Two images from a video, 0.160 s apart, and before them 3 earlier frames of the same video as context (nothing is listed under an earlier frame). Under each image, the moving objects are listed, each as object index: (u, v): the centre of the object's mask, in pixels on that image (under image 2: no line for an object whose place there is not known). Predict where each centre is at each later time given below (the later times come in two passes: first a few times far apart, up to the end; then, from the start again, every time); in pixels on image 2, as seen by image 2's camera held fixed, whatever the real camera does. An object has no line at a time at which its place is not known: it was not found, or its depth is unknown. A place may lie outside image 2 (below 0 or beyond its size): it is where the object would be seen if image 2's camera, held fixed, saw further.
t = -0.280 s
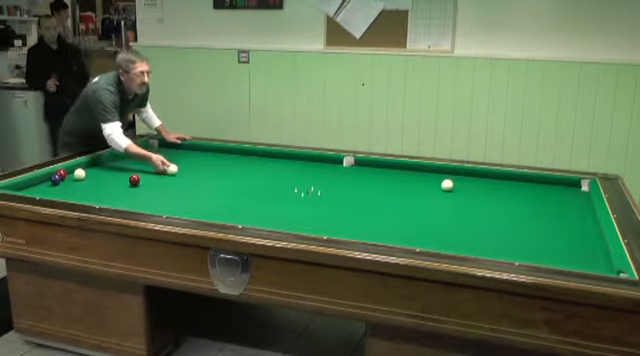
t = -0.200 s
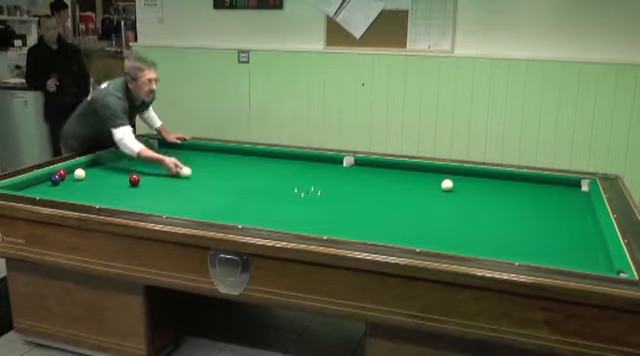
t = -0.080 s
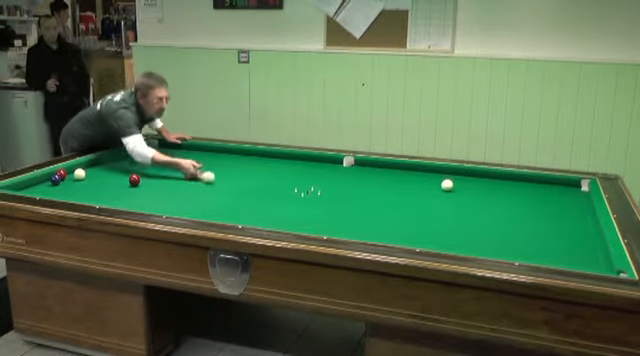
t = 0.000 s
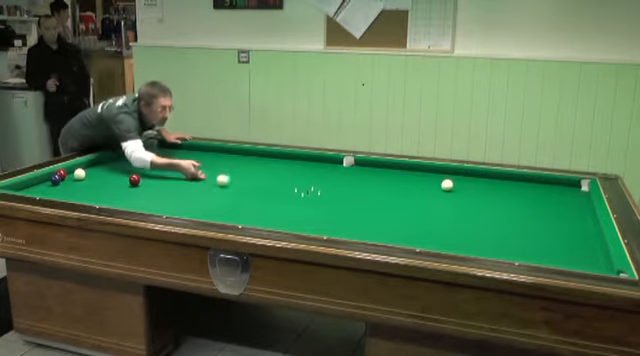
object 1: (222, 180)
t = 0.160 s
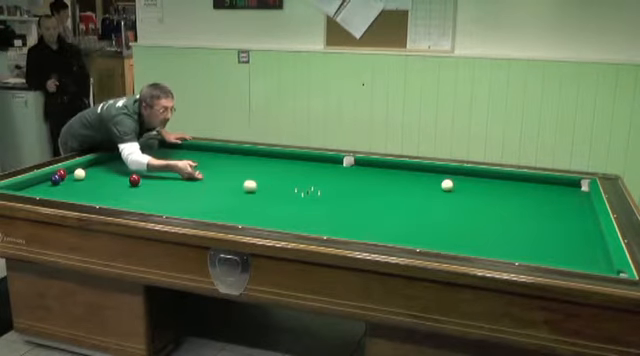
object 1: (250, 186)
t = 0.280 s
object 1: (270, 190)
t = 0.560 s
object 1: (323, 201)
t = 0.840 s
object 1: (381, 213)
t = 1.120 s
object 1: (445, 226)
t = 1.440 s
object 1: (525, 244)
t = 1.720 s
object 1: (600, 260)
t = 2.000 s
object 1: (555, 258)
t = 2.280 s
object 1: (511, 253)
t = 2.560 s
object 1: (468, 250)
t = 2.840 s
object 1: (431, 244)
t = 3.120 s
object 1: (396, 237)
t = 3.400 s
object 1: (364, 232)
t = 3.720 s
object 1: (329, 226)
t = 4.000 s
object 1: (302, 222)
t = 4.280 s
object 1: (276, 218)
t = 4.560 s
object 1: (252, 214)
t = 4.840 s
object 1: (230, 210)
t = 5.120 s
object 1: (209, 206)
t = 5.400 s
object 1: (191, 202)
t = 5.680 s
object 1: (173, 199)
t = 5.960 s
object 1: (157, 196)
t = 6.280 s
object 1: (141, 192)
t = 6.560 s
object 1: (127, 189)
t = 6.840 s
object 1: (115, 186)
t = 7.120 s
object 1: (103, 184)
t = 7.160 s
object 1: (102, 184)
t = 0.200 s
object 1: (256, 187)
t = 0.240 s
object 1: (263, 189)
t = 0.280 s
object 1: (270, 190)
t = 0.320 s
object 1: (278, 192)
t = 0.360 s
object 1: (285, 193)
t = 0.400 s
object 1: (293, 195)
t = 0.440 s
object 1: (300, 196)
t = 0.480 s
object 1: (307, 198)
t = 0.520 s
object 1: (315, 200)
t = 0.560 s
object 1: (323, 201)
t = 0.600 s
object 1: (331, 203)
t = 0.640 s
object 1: (339, 205)
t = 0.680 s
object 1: (348, 206)
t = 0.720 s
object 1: (356, 208)
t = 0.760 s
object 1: (364, 210)
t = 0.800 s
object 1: (373, 211)
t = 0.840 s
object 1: (381, 213)
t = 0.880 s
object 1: (390, 215)
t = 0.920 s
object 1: (399, 217)
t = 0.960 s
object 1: (408, 219)
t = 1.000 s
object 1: (417, 220)
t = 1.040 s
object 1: (426, 222)
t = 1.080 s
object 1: (435, 224)
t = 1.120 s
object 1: (445, 226)
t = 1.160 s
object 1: (454, 228)
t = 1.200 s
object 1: (464, 230)
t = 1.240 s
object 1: (474, 232)
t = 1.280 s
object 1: (484, 235)
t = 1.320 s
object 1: (494, 237)
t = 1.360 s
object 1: (504, 239)
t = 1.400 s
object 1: (514, 241)
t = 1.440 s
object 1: (525, 244)
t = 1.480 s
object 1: (535, 246)
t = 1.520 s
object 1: (545, 248)
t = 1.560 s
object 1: (556, 251)
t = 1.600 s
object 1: (567, 253)
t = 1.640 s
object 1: (578, 255)
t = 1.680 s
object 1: (589, 258)
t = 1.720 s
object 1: (600, 260)
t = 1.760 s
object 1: (598, 261)
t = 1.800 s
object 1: (589, 260)
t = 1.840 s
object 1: (581, 259)
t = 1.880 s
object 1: (574, 259)
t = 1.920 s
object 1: (568, 258)
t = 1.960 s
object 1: (561, 258)
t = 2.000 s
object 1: (555, 258)
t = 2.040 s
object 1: (549, 257)
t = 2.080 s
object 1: (543, 256)
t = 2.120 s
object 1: (536, 256)
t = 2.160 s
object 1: (530, 256)
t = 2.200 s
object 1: (523, 255)
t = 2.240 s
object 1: (517, 255)
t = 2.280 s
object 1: (511, 253)
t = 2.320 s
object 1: (504, 253)
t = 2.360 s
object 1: (498, 252)
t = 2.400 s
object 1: (491, 252)
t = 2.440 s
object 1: (485, 252)
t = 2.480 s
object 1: (479, 251)
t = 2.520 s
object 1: (473, 250)
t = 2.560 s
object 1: (468, 250)
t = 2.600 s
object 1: (462, 249)
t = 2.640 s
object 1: (457, 248)
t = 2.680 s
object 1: (452, 247)
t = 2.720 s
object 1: (447, 246)
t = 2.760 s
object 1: (442, 245)
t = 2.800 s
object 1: (436, 245)
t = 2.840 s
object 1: (431, 244)
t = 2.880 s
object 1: (426, 243)
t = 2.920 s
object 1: (420, 241)
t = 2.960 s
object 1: (416, 241)
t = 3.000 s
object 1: (410, 240)
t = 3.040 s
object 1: (406, 239)
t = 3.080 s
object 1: (401, 238)
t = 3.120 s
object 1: (396, 237)
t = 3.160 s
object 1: (391, 236)
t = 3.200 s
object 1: (386, 236)
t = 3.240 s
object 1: (382, 235)
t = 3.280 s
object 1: (377, 234)
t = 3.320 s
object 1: (373, 234)
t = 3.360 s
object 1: (368, 233)
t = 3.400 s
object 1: (364, 232)
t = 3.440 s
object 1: (359, 232)
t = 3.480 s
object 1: (355, 231)
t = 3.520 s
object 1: (351, 230)
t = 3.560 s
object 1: (346, 229)
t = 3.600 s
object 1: (342, 229)
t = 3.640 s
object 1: (338, 228)
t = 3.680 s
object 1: (334, 227)
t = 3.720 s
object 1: (329, 226)
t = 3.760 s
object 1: (325, 226)
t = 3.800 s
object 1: (321, 225)
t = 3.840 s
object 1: (318, 224)
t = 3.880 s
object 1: (314, 224)
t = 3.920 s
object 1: (310, 223)
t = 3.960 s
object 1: (306, 222)
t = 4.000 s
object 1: (302, 222)
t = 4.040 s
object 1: (298, 221)
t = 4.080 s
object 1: (294, 221)
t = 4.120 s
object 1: (291, 220)
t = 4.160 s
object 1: (287, 219)
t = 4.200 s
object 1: (283, 219)
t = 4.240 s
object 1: (280, 219)
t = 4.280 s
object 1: (276, 218)
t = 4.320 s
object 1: (273, 217)
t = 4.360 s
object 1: (269, 217)
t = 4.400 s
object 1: (266, 216)
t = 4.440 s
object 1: (262, 216)
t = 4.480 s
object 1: (259, 215)
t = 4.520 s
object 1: (255, 215)
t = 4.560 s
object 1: (252, 214)
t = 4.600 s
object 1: (249, 213)
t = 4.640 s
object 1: (246, 213)
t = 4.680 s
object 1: (242, 212)
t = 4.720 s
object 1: (239, 212)
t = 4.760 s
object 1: (236, 211)
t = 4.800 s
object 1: (233, 211)
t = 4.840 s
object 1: (230, 210)
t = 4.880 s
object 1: (227, 210)
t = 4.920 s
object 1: (224, 209)
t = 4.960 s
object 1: (221, 208)
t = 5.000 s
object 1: (218, 208)
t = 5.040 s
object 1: (215, 207)
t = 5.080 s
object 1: (212, 206)
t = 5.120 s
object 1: (209, 206)
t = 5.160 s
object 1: (207, 205)
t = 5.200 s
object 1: (204, 205)
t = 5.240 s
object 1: (201, 204)
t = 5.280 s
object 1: (198, 204)
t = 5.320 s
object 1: (196, 203)
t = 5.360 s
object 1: (193, 203)
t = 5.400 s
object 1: (191, 202)
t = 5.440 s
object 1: (188, 202)
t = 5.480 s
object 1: (185, 201)
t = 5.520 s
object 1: (183, 201)
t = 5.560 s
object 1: (181, 200)
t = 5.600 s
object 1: (178, 200)
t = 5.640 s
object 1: (176, 199)
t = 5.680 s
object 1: (173, 199)
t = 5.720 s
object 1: (171, 198)
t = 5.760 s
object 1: (169, 198)
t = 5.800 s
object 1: (166, 197)
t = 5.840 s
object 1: (164, 197)
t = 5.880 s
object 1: (162, 197)
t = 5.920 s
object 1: (159, 196)
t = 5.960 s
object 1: (157, 196)
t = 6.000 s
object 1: (155, 195)
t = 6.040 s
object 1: (153, 195)
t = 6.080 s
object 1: (151, 194)
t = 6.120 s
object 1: (149, 194)
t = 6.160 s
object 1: (147, 193)
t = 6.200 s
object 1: (145, 193)
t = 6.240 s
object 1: (143, 192)
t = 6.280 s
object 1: (141, 192)
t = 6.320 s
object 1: (139, 192)
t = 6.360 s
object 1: (136, 191)
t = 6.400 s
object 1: (134, 191)
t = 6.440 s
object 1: (133, 190)
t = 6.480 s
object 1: (131, 190)
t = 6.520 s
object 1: (129, 190)
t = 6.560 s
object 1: (127, 189)
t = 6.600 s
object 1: (125, 189)
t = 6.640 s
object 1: (124, 188)
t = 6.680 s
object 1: (122, 188)
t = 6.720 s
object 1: (120, 188)
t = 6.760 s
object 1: (118, 187)
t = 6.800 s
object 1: (116, 187)
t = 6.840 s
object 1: (115, 186)
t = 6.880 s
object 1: (113, 186)
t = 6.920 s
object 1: (111, 186)
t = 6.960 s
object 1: (109, 185)
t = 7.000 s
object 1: (108, 185)
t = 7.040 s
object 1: (106, 185)
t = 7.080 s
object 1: (105, 185)
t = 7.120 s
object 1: (103, 184)
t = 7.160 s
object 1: (102, 184)
